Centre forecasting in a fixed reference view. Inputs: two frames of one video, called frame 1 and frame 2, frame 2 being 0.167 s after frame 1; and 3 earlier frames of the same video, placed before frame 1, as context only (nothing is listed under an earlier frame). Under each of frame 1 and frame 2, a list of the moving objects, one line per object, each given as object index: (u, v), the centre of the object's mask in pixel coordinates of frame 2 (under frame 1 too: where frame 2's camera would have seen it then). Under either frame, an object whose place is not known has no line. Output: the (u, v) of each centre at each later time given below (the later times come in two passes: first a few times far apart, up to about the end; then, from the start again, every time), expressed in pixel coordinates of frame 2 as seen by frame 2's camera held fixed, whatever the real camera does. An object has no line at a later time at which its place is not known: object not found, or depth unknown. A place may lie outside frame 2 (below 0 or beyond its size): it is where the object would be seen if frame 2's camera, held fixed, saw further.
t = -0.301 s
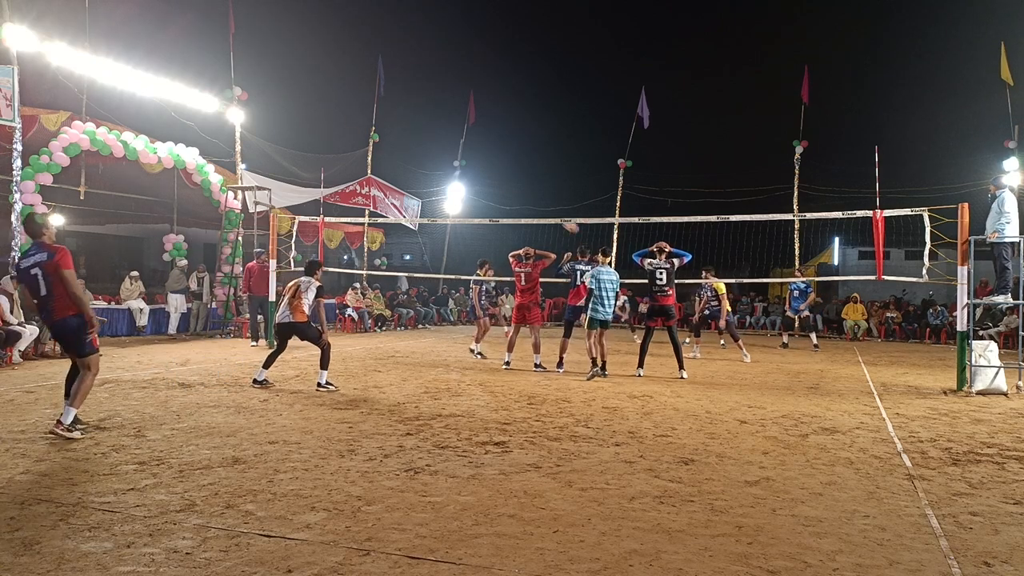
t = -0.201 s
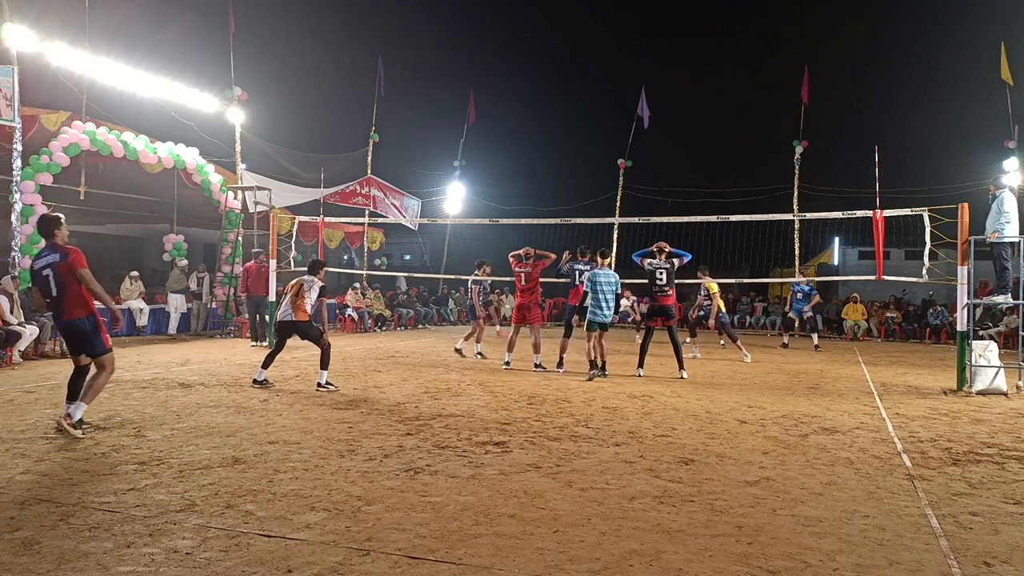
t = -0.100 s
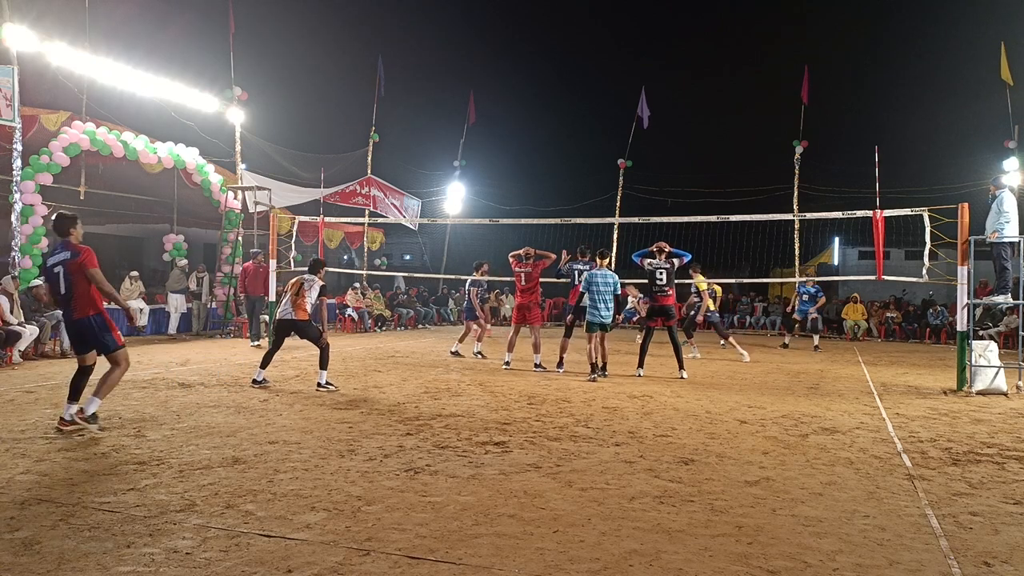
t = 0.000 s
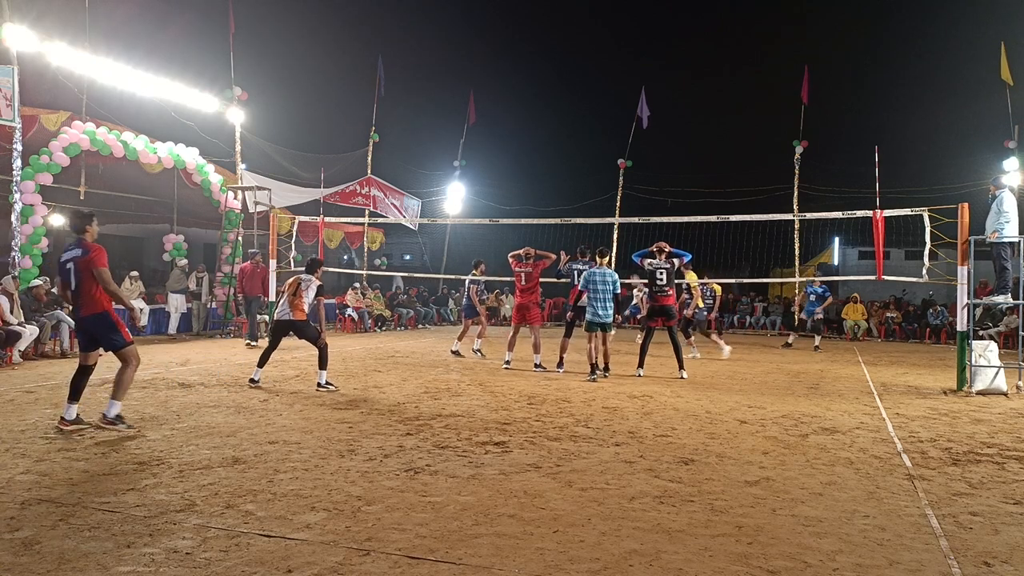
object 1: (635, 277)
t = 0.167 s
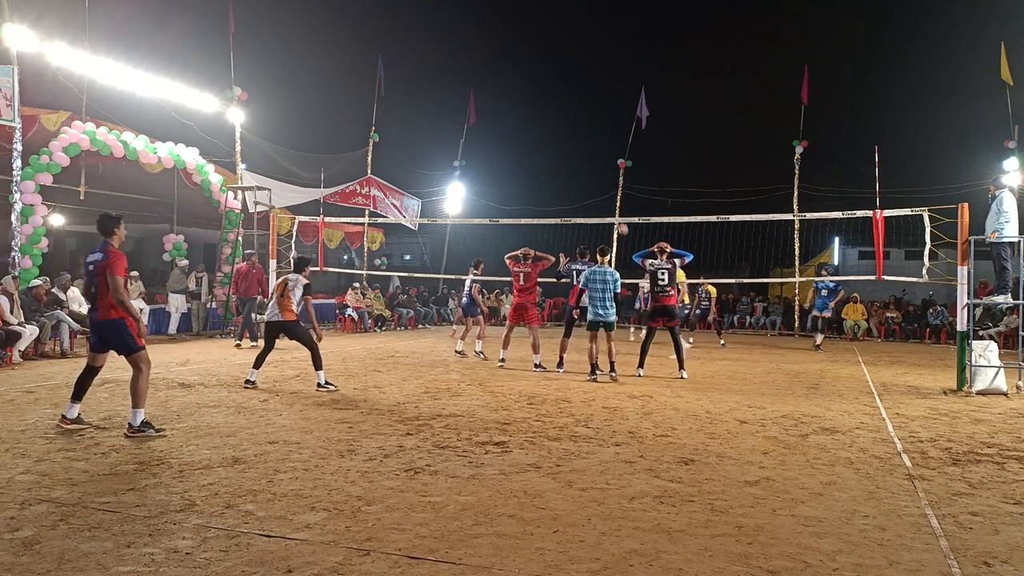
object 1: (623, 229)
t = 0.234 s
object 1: (618, 210)
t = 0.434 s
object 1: (602, 165)
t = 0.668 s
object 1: (583, 133)
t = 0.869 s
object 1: (566, 123)
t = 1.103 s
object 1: (543, 135)
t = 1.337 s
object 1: (519, 173)
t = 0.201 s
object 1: (622, 219)
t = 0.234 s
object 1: (618, 210)
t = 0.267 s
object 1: (615, 202)
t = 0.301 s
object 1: (612, 194)
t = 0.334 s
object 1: (610, 186)
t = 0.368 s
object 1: (608, 179)
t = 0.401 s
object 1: (605, 172)
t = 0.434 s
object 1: (602, 165)
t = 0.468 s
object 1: (600, 160)
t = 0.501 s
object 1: (597, 154)
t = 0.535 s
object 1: (594, 149)
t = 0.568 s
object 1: (592, 144)
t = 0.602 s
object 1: (589, 140)
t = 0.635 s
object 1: (586, 136)
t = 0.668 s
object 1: (583, 133)
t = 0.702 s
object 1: (581, 130)
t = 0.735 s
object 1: (578, 128)
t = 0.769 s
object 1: (575, 126)
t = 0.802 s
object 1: (572, 125)
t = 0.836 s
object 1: (569, 124)
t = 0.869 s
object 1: (566, 123)
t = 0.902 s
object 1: (563, 123)
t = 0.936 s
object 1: (560, 124)
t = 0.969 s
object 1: (556, 125)
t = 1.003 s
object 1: (553, 127)
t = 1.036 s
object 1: (550, 129)
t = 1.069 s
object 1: (547, 132)
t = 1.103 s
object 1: (543, 135)
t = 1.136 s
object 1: (540, 139)
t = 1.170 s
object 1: (537, 143)
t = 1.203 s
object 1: (533, 148)
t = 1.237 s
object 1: (529, 154)
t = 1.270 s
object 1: (526, 160)
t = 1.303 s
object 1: (522, 166)
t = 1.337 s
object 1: (519, 173)
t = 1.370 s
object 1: (515, 182)
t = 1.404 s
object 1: (512, 190)
